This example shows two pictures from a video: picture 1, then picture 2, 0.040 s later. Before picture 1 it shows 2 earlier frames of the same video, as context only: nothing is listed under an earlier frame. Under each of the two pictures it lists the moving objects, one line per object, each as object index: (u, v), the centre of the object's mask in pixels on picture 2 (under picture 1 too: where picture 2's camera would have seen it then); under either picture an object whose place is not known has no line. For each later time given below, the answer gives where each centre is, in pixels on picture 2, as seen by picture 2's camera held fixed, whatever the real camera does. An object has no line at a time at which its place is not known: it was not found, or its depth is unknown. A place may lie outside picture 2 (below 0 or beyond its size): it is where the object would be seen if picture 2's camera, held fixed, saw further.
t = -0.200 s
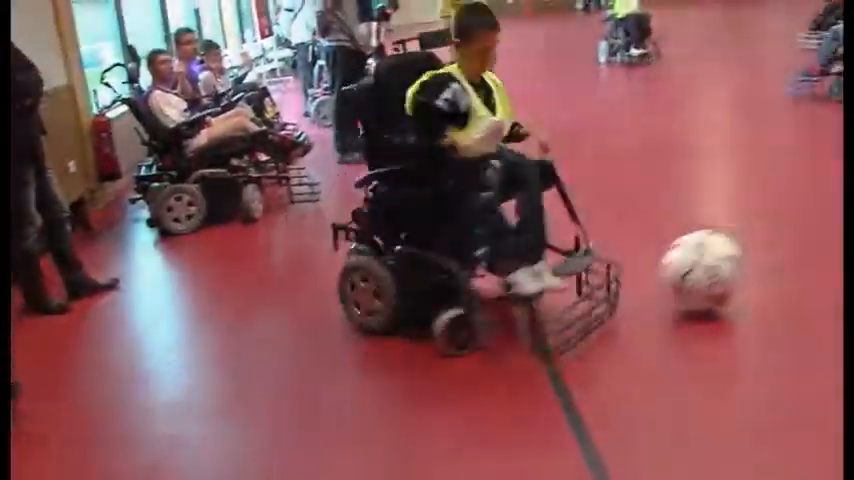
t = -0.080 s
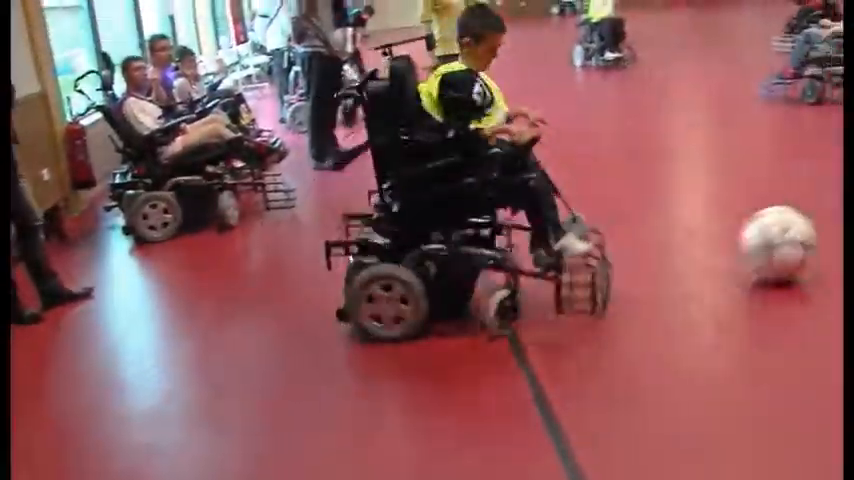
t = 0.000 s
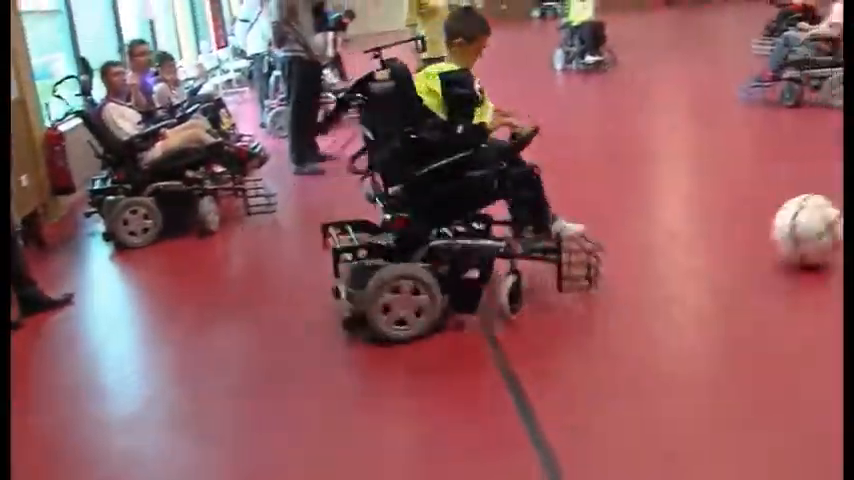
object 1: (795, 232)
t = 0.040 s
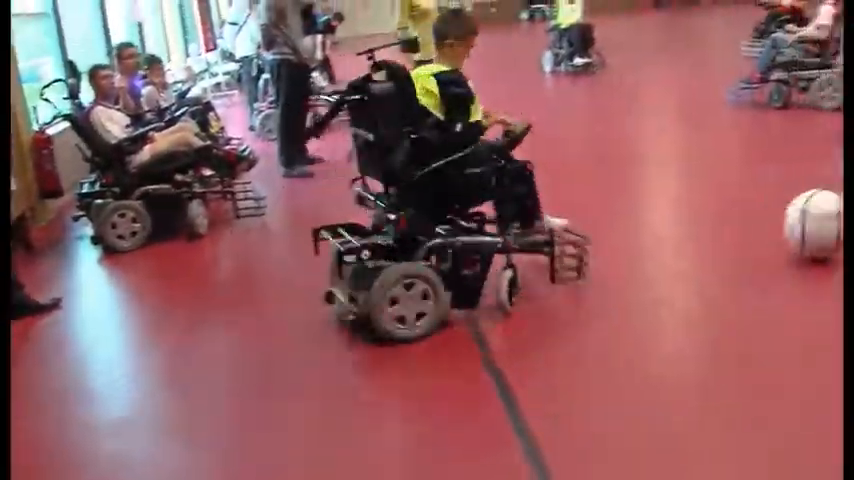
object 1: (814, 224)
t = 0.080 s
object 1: (831, 218)
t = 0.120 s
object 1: (848, 212)
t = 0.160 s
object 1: (864, 206)
